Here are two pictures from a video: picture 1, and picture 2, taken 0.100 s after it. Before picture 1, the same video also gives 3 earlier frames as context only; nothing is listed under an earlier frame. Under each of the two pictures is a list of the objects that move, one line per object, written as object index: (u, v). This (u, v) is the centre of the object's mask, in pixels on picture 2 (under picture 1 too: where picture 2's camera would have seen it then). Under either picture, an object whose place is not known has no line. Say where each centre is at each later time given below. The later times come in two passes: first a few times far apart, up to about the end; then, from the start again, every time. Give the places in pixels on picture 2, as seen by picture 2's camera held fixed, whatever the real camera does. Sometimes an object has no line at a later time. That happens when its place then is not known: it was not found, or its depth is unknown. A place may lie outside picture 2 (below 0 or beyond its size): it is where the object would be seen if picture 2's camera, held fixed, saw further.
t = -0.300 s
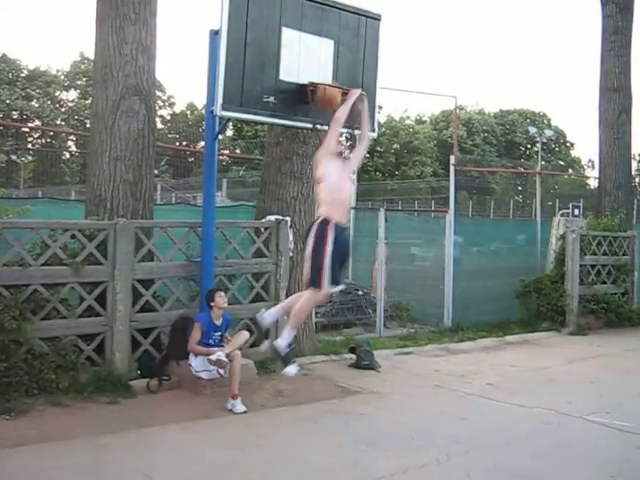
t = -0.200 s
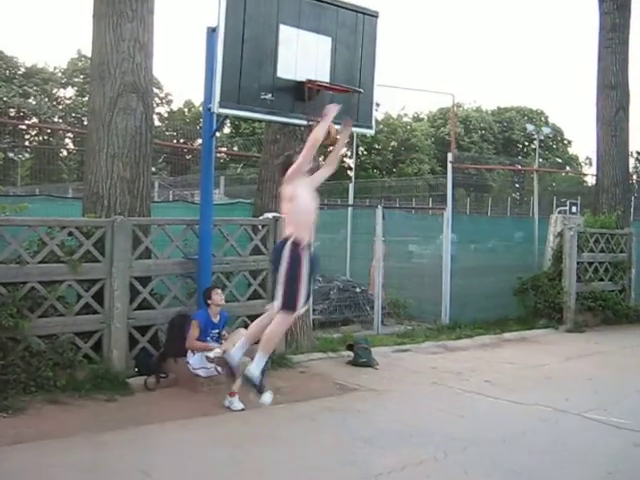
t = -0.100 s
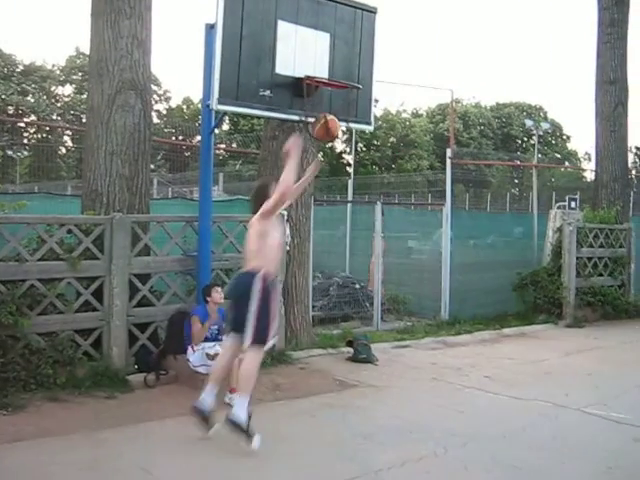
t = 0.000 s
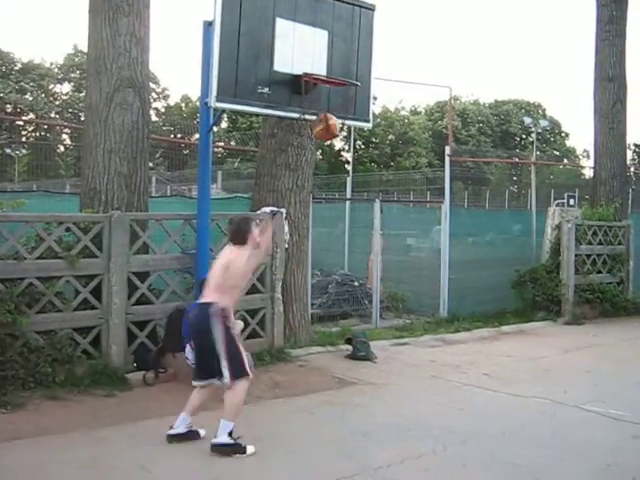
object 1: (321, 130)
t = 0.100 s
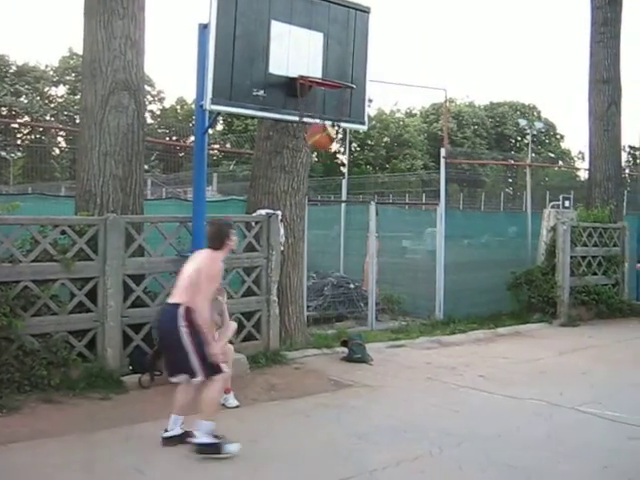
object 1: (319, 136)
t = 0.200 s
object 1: (319, 148)
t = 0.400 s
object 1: (315, 204)
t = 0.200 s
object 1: (319, 148)
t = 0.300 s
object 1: (317, 170)
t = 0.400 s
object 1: (315, 204)
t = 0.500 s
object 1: (313, 252)
